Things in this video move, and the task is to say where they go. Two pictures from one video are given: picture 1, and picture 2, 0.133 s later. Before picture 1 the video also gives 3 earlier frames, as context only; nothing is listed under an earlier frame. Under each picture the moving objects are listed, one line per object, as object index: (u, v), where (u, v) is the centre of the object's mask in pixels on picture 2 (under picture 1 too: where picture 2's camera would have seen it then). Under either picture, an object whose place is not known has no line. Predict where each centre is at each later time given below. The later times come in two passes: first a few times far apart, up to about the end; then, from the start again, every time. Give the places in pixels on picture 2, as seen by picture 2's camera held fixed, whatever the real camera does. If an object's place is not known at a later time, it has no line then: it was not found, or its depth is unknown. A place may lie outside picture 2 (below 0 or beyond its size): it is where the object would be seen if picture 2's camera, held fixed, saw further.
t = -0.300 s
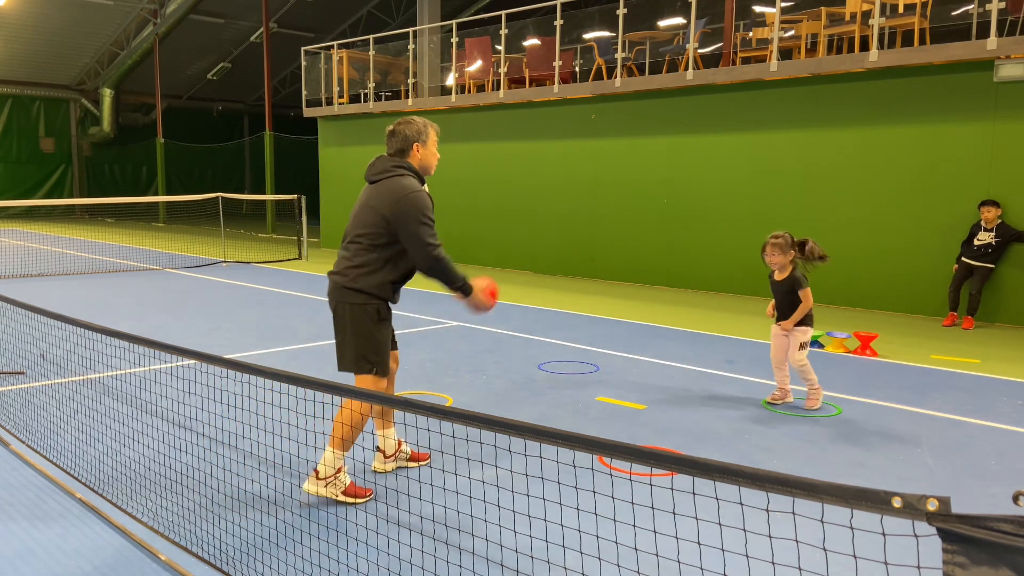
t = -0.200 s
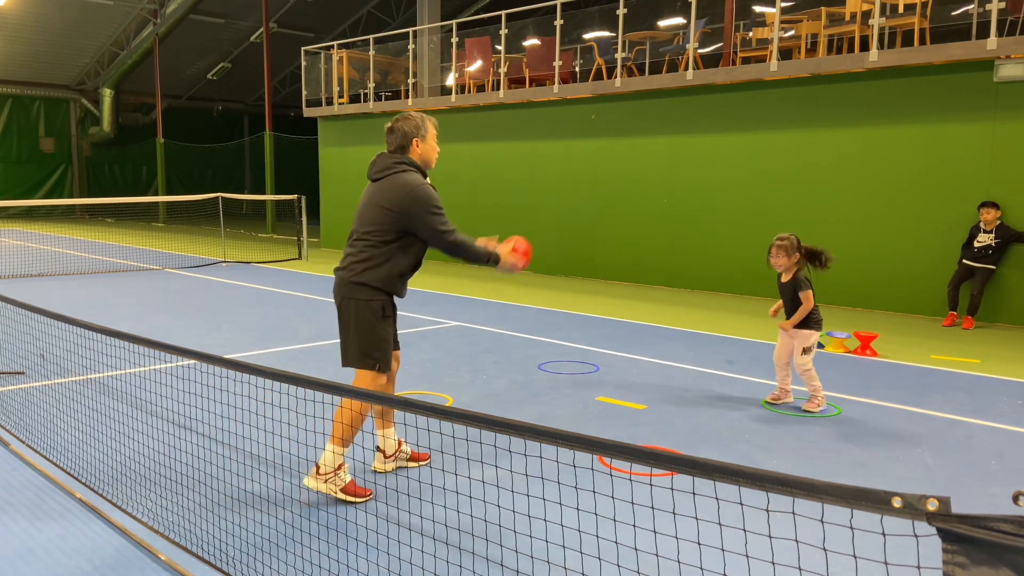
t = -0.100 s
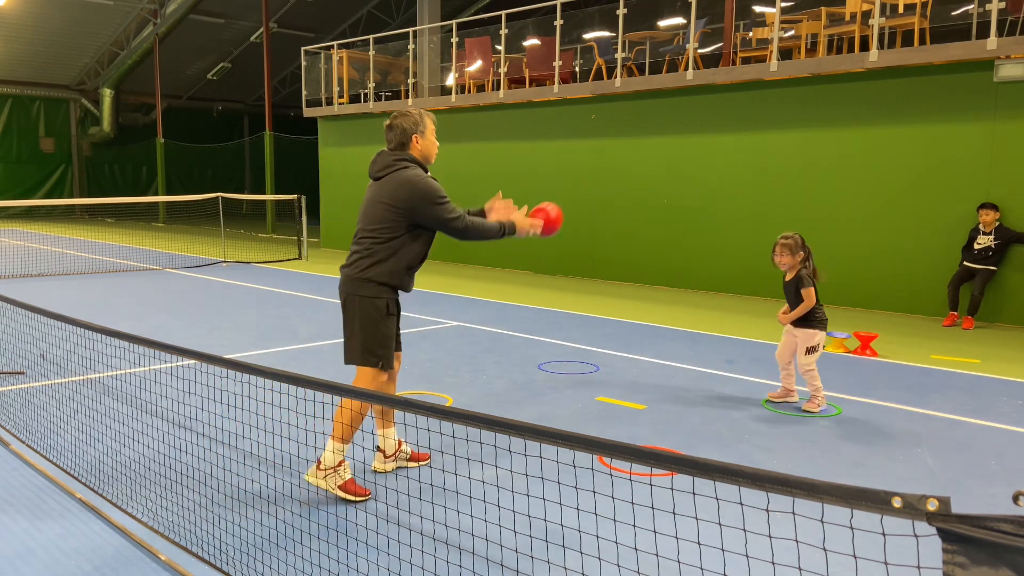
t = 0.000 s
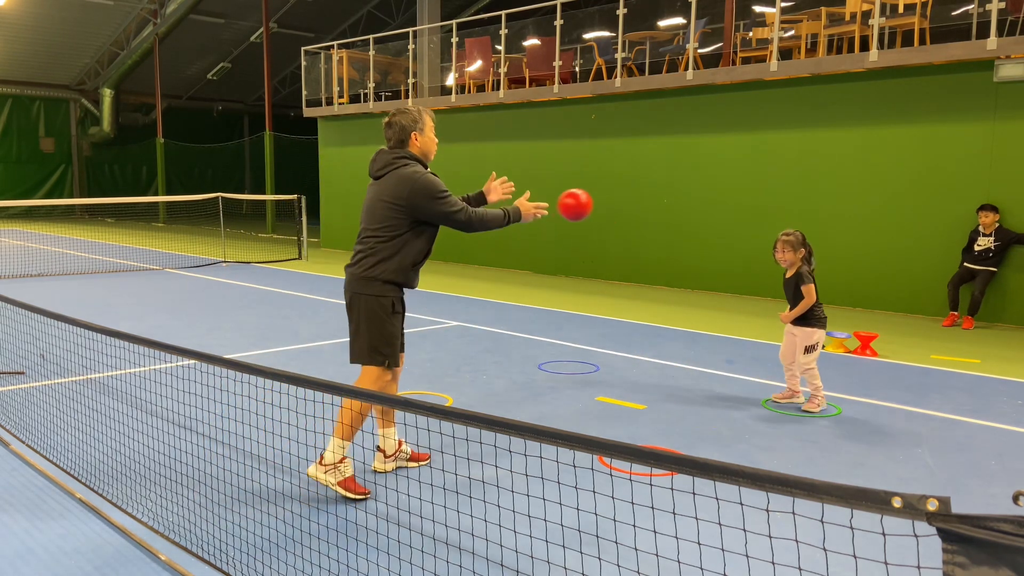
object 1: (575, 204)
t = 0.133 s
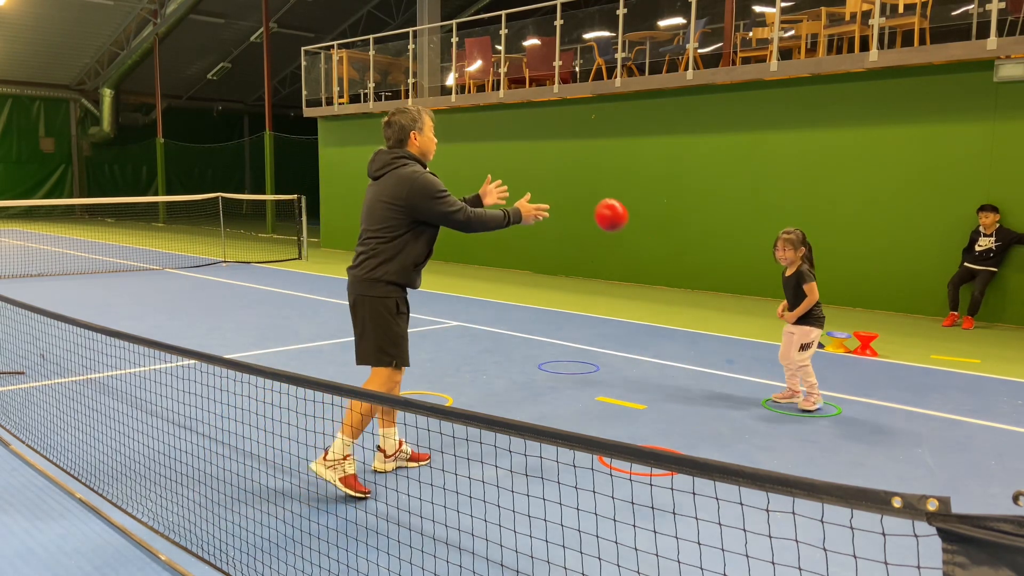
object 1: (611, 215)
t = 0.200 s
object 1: (628, 232)
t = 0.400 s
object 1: (671, 326)
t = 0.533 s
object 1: (695, 400)
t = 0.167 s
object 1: (619, 222)
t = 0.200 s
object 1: (628, 232)
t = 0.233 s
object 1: (635, 243)
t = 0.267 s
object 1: (643, 257)
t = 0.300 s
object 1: (650, 271)
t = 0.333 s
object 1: (657, 287)
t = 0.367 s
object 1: (664, 305)
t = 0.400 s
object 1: (671, 326)
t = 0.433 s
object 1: (677, 347)
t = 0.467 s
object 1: (684, 369)
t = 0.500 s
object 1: (690, 394)
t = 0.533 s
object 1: (695, 400)
